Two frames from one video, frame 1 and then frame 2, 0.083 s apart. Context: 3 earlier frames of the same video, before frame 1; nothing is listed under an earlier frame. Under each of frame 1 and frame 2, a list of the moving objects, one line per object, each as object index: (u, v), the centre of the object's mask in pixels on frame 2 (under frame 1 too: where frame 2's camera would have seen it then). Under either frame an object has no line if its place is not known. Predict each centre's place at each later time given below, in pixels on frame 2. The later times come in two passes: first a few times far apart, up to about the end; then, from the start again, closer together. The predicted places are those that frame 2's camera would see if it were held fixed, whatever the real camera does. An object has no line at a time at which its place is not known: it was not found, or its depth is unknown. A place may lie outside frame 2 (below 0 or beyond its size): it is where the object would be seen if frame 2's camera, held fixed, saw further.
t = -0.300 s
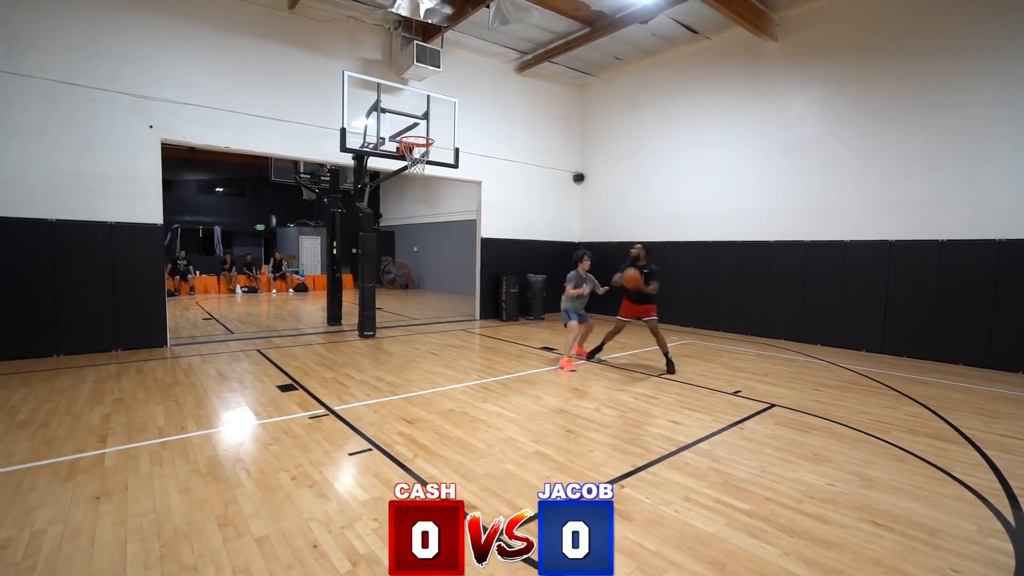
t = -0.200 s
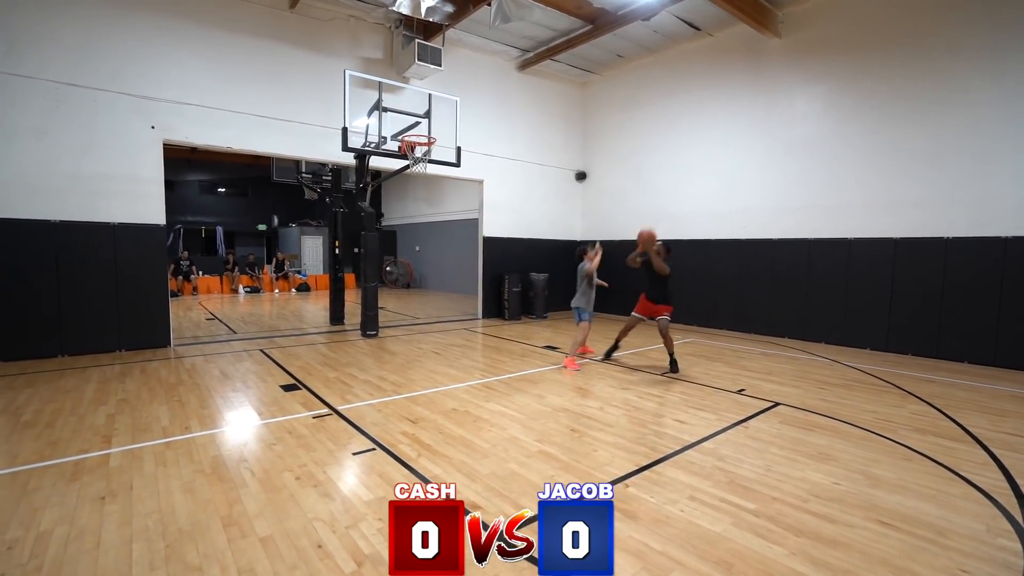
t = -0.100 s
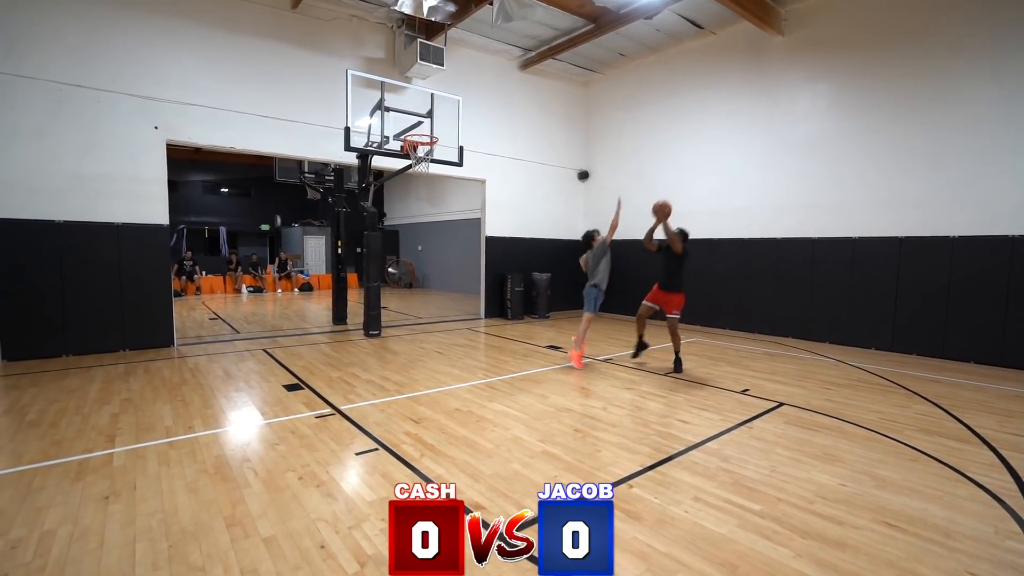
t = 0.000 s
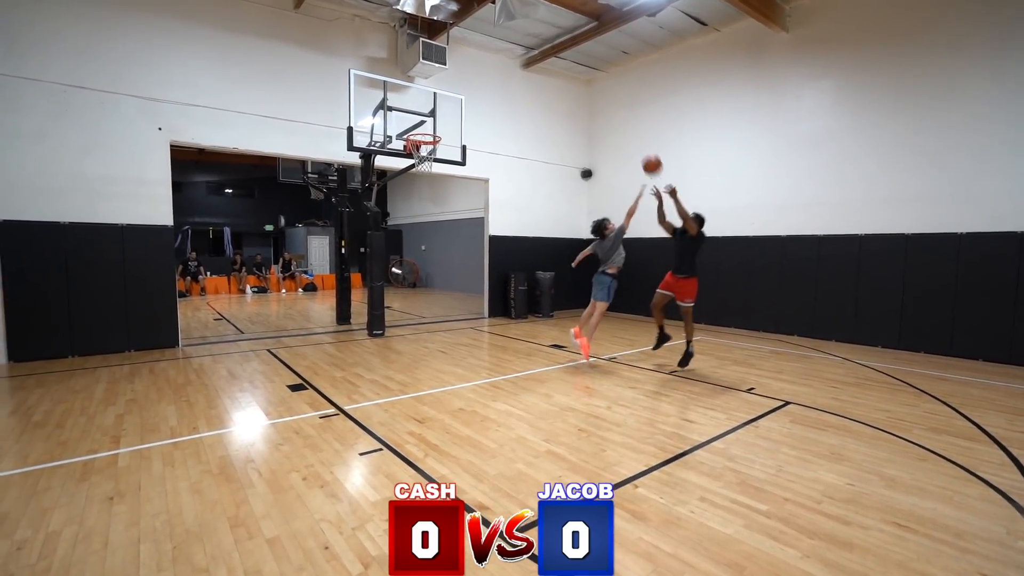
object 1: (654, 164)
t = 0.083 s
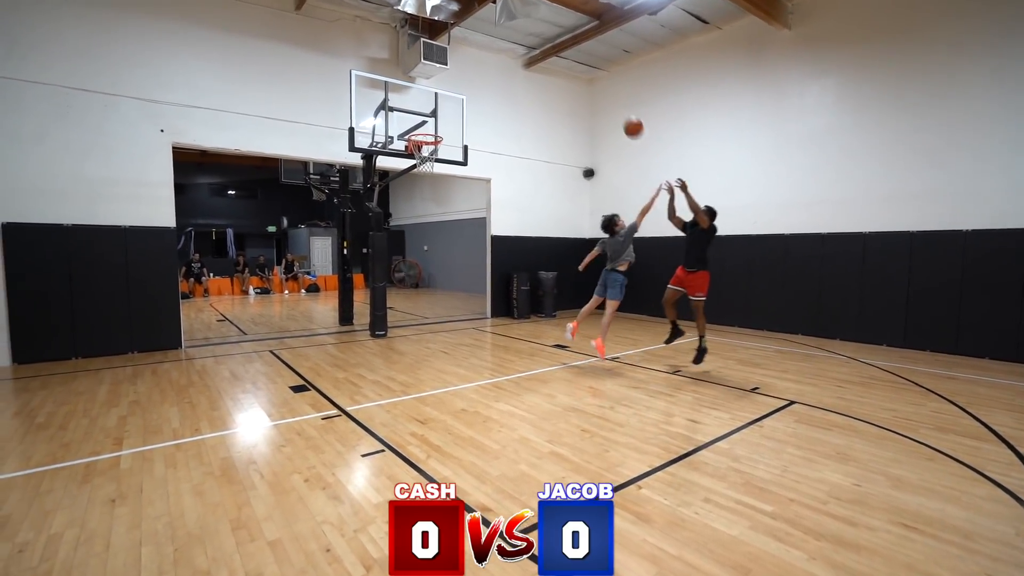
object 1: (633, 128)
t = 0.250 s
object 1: (592, 73)
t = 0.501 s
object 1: (532, 36)
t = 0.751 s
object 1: (474, 46)
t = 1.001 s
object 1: (420, 102)
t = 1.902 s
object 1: (210, 260)
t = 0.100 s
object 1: (629, 121)
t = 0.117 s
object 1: (625, 114)
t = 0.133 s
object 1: (620, 108)
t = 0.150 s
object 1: (616, 103)
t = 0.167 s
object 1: (612, 97)
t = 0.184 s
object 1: (608, 92)
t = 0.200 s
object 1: (604, 87)
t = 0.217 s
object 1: (600, 82)
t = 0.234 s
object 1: (596, 78)
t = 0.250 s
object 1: (592, 73)
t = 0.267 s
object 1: (588, 69)
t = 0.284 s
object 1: (584, 66)
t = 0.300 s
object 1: (580, 62)
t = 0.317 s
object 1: (576, 59)
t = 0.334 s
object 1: (572, 55)
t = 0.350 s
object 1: (568, 52)
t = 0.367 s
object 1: (564, 49)
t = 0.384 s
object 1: (560, 47)
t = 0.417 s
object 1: (552, 43)
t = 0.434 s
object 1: (548, 41)
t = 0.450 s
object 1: (544, 39)
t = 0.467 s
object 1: (540, 38)
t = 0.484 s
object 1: (536, 37)
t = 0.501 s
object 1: (532, 36)
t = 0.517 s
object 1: (528, 35)
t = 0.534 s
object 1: (524, 34)
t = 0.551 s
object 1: (520, 34)
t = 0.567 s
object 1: (516, 34)
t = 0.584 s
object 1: (513, 34)
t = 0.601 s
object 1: (509, 35)
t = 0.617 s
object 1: (505, 35)
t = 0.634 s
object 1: (502, 36)
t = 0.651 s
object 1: (498, 37)
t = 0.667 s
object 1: (494, 38)
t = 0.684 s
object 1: (490, 39)
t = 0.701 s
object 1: (486, 41)
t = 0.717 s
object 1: (482, 42)
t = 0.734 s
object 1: (478, 45)
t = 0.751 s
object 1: (474, 46)
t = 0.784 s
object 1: (466, 51)
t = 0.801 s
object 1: (463, 54)
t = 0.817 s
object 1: (459, 57)
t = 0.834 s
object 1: (455, 60)
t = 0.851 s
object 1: (452, 64)
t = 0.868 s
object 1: (449, 67)
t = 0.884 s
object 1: (445, 71)
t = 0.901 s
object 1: (441, 75)
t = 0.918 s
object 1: (438, 79)
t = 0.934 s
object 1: (435, 84)
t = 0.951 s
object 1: (431, 88)
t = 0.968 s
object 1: (428, 92)
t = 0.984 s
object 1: (423, 97)
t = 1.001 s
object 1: (420, 102)
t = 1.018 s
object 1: (417, 108)
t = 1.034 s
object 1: (414, 113)
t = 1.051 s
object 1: (411, 119)
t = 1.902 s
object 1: (210, 260)
